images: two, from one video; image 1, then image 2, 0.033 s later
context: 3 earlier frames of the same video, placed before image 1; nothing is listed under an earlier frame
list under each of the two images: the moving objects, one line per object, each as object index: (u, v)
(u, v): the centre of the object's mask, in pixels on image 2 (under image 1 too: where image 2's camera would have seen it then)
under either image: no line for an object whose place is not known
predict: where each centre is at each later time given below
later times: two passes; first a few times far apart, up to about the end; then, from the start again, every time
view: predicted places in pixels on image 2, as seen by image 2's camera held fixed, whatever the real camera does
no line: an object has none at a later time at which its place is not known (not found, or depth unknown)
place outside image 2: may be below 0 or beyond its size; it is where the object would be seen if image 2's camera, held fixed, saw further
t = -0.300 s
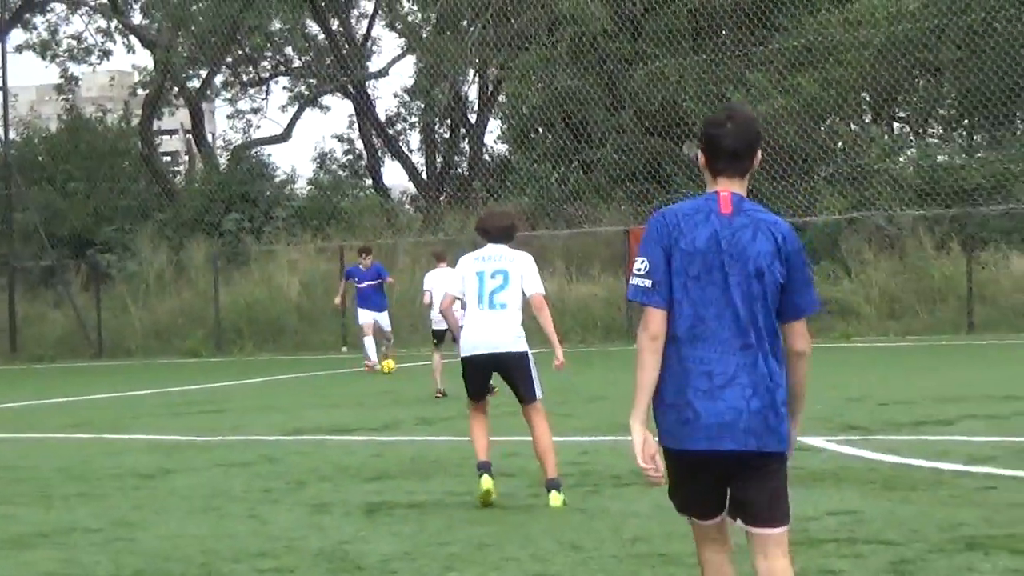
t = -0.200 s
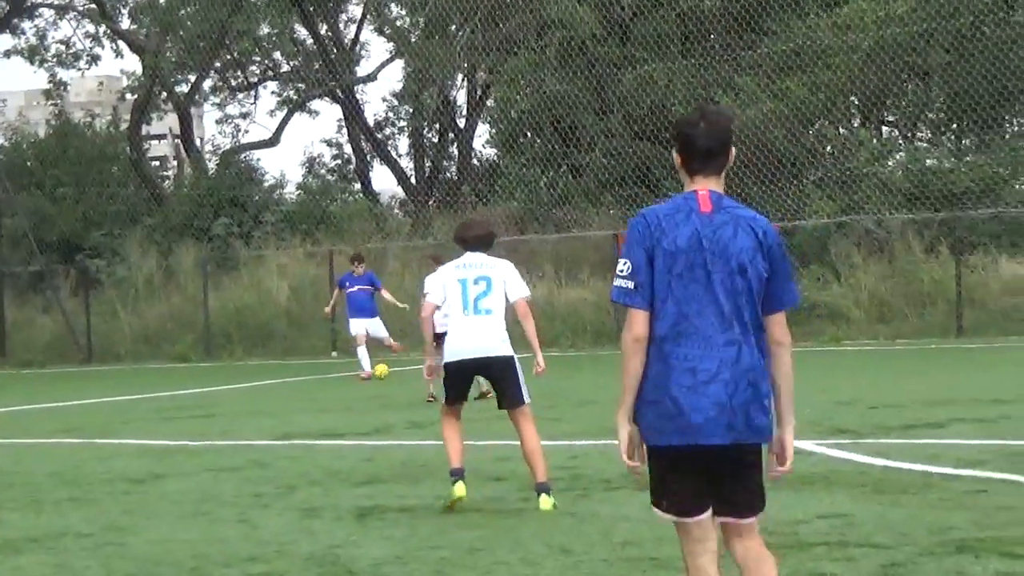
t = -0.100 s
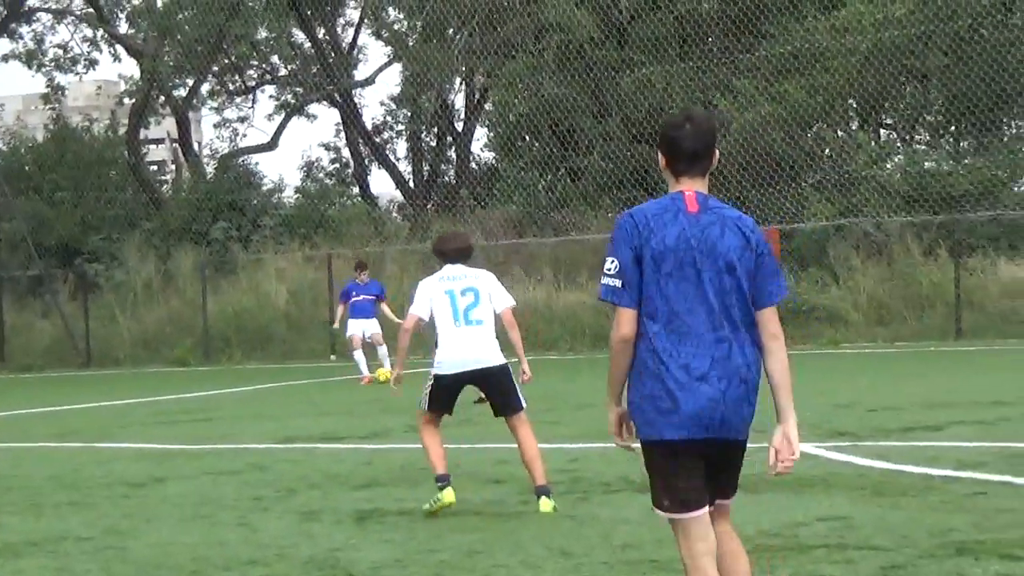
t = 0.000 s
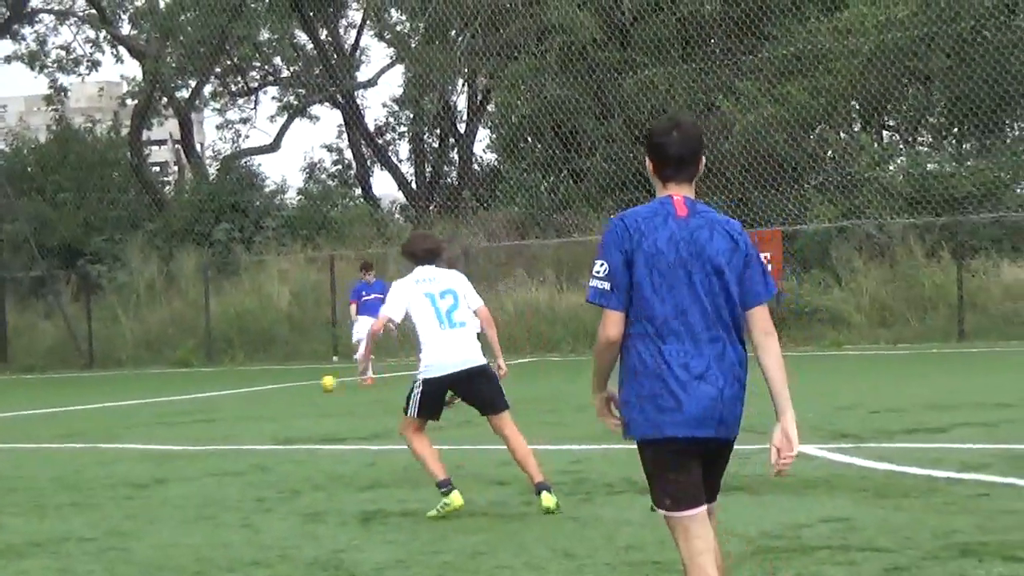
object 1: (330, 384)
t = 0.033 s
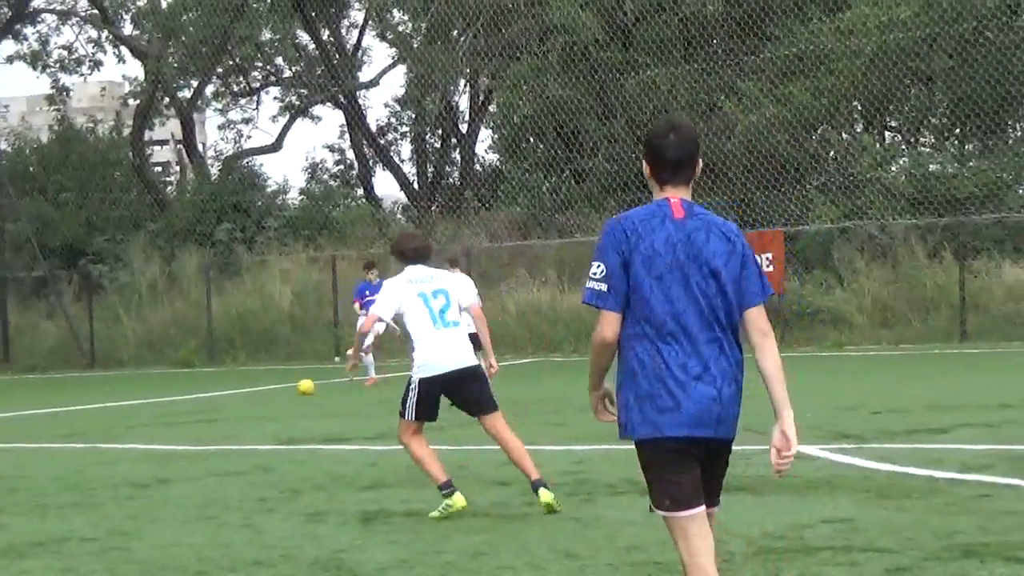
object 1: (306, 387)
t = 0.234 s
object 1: (152, 402)
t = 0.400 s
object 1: (12, 415)
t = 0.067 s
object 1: (281, 389)
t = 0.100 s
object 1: (257, 392)
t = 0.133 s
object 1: (230, 394)
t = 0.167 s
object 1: (205, 397)
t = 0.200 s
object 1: (179, 400)
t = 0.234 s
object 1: (152, 402)
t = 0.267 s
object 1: (125, 404)
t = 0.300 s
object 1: (98, 406)
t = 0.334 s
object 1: (69, 407)
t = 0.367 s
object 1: (42, 412)
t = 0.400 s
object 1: (12, 415)
